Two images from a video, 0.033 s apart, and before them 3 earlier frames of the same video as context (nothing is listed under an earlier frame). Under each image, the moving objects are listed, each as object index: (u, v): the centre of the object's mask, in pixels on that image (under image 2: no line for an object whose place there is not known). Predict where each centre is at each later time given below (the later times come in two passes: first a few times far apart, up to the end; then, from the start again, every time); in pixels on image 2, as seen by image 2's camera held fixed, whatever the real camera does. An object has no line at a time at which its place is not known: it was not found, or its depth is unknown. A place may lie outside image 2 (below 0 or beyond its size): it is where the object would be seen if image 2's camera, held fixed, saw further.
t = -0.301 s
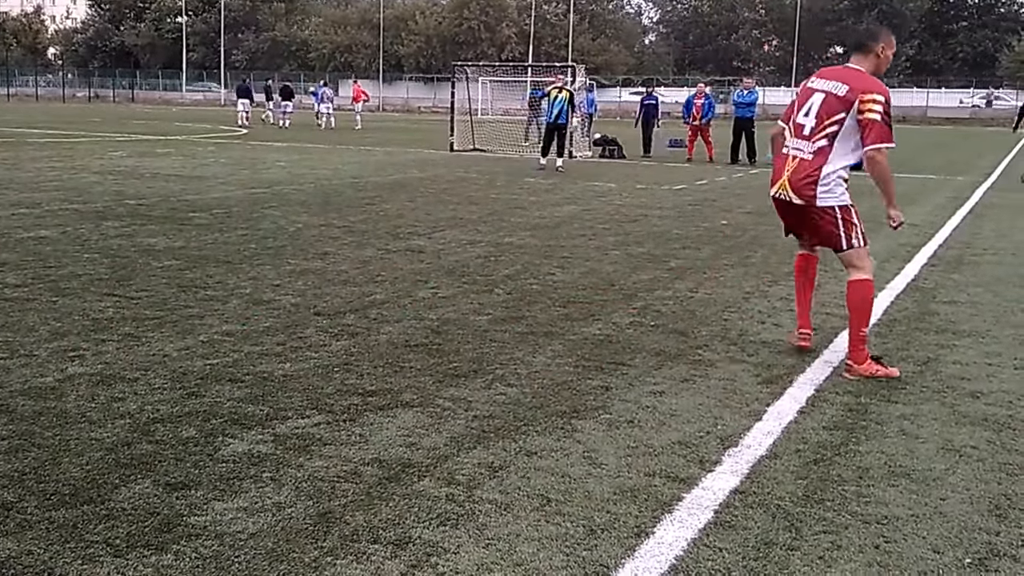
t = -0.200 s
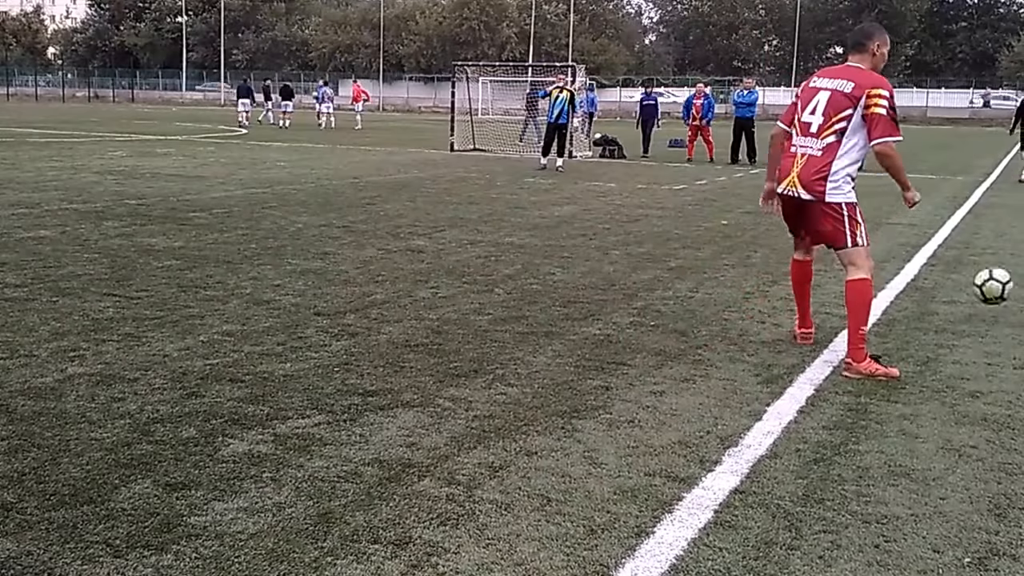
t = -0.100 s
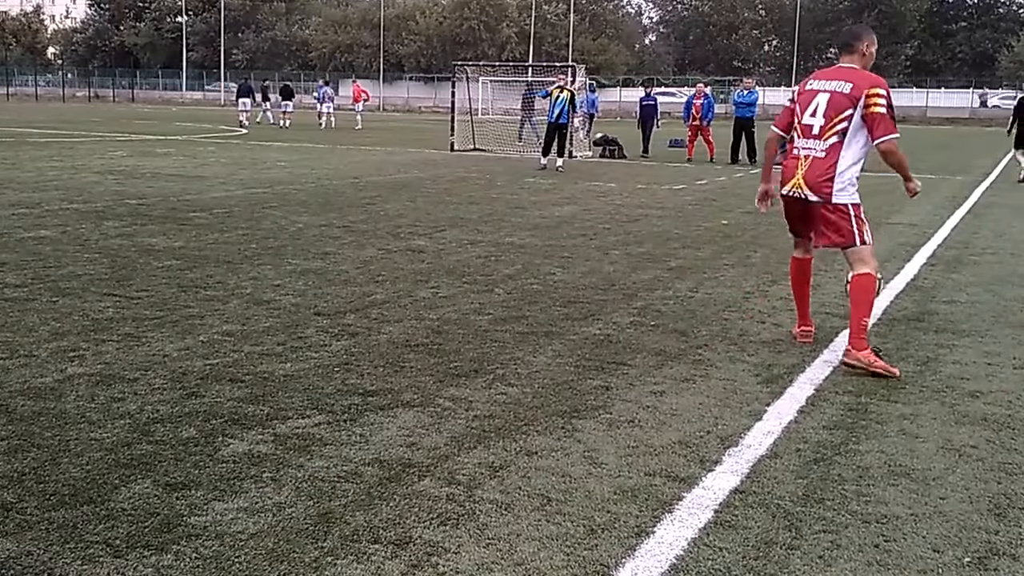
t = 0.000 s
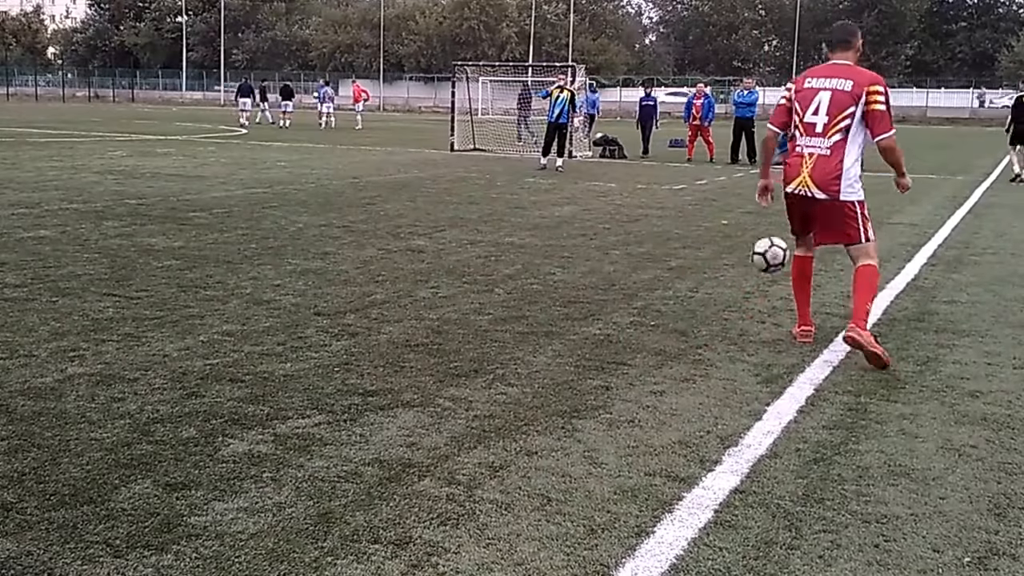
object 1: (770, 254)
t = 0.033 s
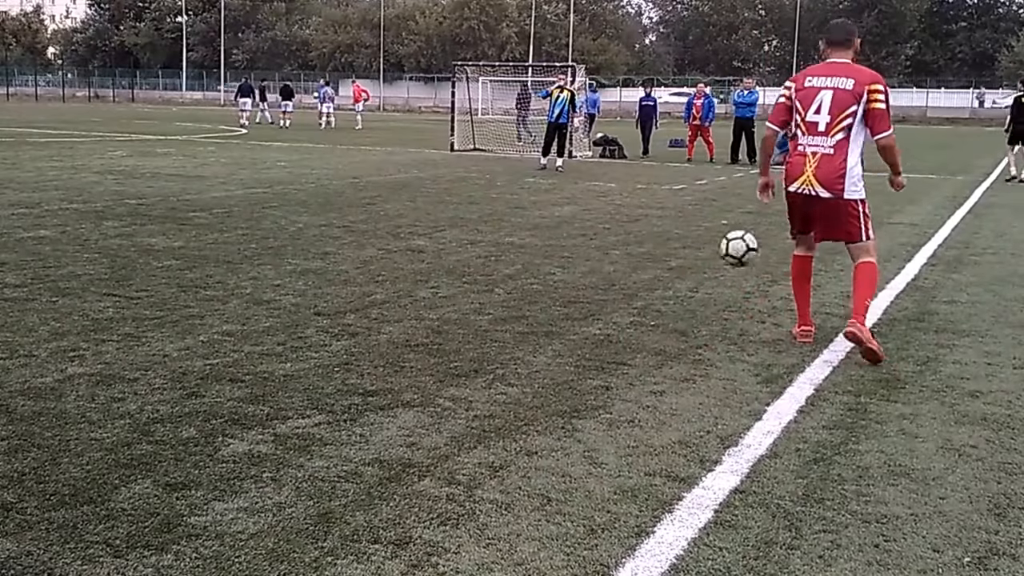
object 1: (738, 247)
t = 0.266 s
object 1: (525, 259)
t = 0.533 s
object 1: (333, 248)
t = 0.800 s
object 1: (164, 269)
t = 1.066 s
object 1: (7, 255)
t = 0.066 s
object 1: (708, 244)
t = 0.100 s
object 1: (678, 242)
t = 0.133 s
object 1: (646, 241)
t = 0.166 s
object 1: (615, 243)
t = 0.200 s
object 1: (585, 247)
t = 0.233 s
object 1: (555, 252)
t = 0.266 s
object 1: (525, 259)
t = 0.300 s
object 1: (496, 267)
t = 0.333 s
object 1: (466, 278)
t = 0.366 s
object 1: (440, 283)
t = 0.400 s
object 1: (419, 272)
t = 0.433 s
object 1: (397, 263)
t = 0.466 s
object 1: (376, 257)
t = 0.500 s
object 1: (354, 252)
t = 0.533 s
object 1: (333, 248)
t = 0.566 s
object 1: (312, 246)
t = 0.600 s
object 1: (290, 247)
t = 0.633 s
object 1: (269, 248)
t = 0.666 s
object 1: (248, 251)
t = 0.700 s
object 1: (227, 257)
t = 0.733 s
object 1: (206, 263)
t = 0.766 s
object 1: (185, 272)
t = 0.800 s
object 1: (164, 269)
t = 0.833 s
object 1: (143, 261)
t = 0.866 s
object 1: (122, 255)
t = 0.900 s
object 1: (100, 251)
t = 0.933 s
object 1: (80, 249)
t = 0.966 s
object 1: (59, 248)
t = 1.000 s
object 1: (38, 248)
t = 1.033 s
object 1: (18, 251)
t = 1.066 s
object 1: (7, 255)
